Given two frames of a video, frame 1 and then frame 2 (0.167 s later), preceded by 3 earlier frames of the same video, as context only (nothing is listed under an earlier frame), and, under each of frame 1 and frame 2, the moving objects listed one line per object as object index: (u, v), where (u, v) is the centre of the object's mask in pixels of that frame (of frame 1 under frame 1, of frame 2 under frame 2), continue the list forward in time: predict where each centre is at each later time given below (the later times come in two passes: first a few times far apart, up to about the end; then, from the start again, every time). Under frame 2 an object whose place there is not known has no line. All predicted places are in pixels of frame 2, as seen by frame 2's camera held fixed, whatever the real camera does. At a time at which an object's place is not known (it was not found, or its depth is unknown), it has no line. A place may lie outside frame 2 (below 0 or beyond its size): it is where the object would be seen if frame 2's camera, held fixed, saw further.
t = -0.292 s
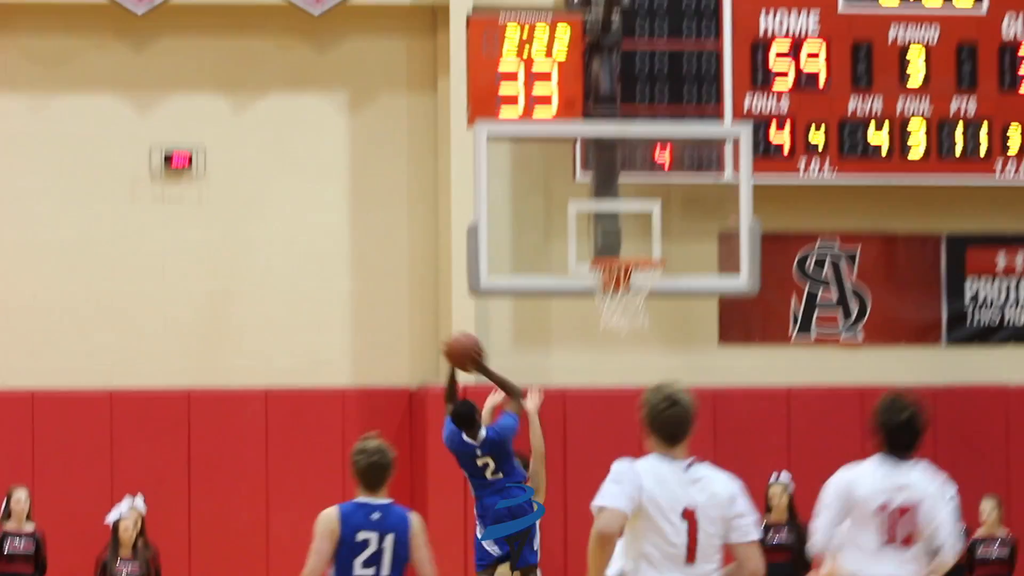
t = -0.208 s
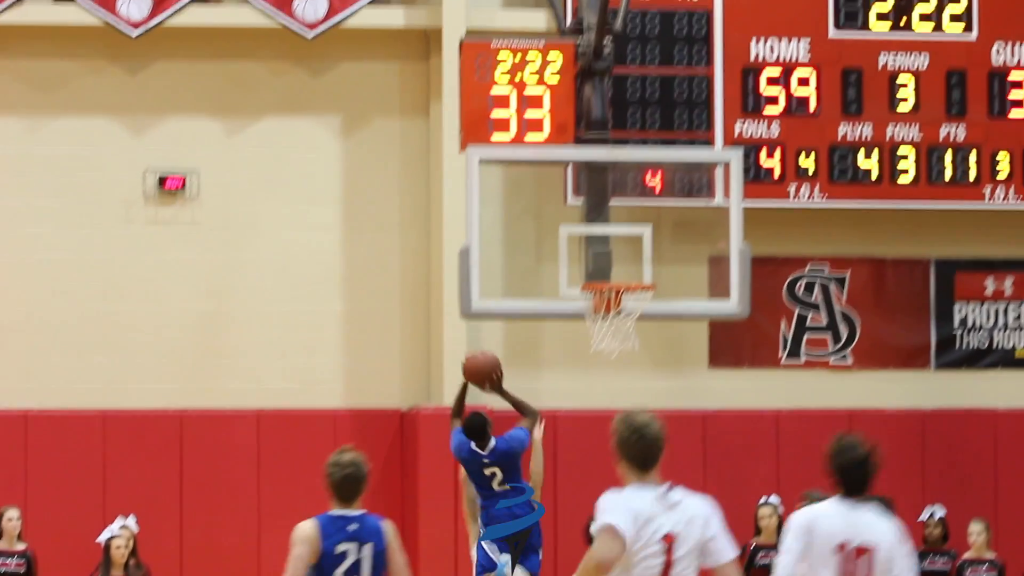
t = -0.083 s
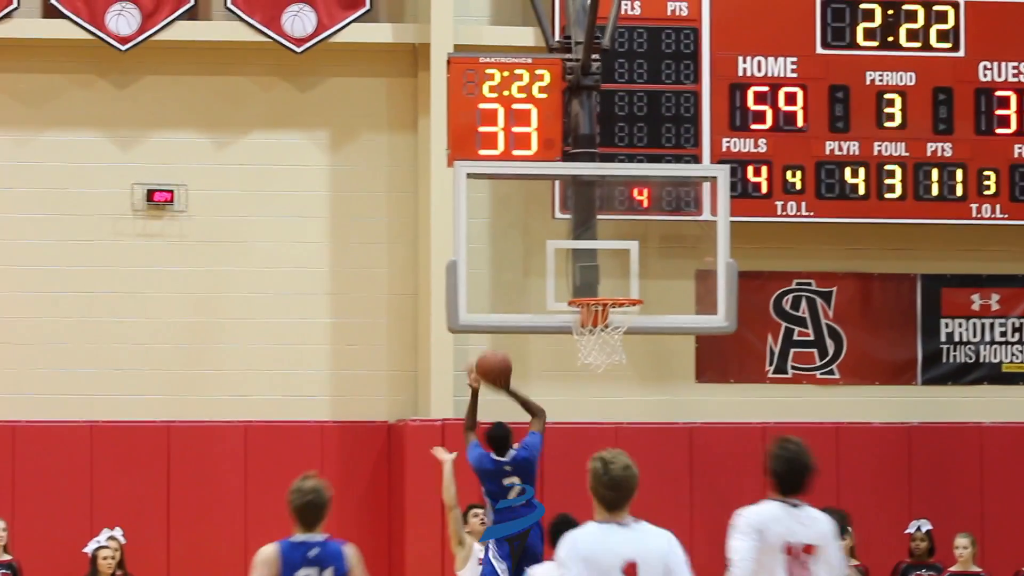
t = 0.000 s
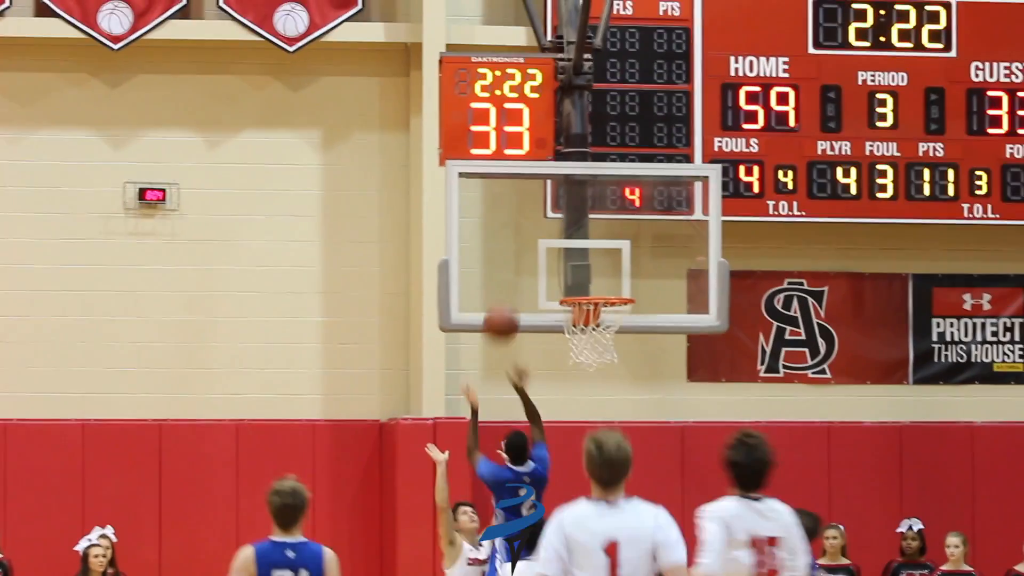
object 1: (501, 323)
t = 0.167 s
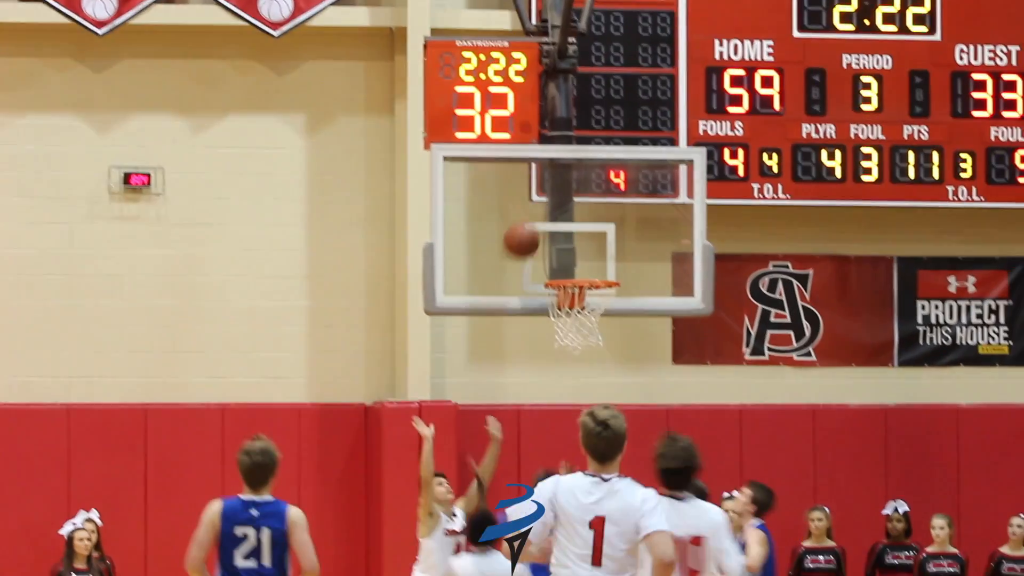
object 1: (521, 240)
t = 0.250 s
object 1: (538, 227)
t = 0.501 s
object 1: (584, 256)
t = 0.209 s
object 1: (529, 232)
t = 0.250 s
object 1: (538, 227)
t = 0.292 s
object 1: (546, 226)
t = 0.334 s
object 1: (553, 227)
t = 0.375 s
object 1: (561, 231)
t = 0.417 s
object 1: (569, 237)
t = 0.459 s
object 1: (576, 246)
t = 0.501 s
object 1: (584, 256)
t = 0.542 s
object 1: (590, 267)
